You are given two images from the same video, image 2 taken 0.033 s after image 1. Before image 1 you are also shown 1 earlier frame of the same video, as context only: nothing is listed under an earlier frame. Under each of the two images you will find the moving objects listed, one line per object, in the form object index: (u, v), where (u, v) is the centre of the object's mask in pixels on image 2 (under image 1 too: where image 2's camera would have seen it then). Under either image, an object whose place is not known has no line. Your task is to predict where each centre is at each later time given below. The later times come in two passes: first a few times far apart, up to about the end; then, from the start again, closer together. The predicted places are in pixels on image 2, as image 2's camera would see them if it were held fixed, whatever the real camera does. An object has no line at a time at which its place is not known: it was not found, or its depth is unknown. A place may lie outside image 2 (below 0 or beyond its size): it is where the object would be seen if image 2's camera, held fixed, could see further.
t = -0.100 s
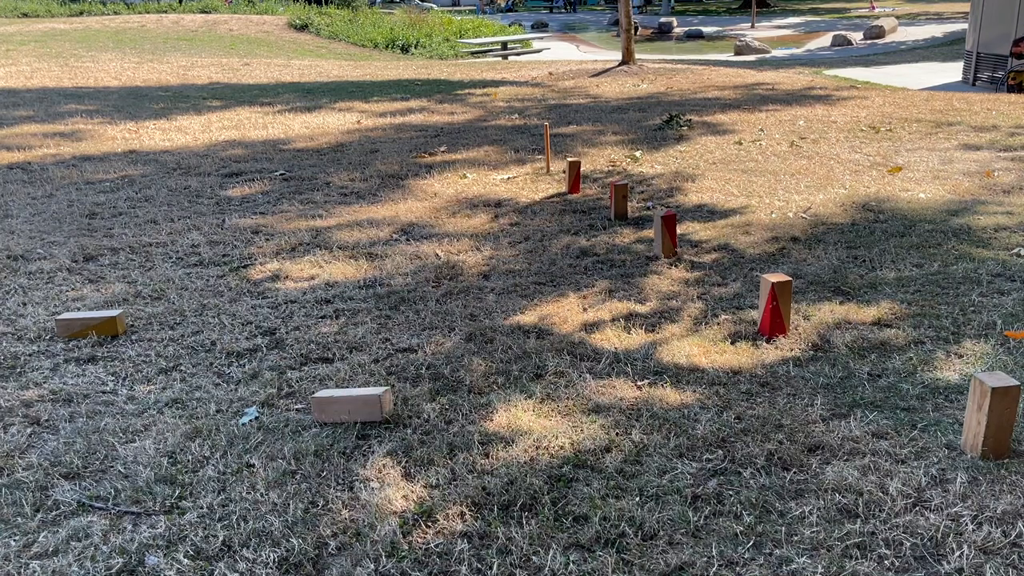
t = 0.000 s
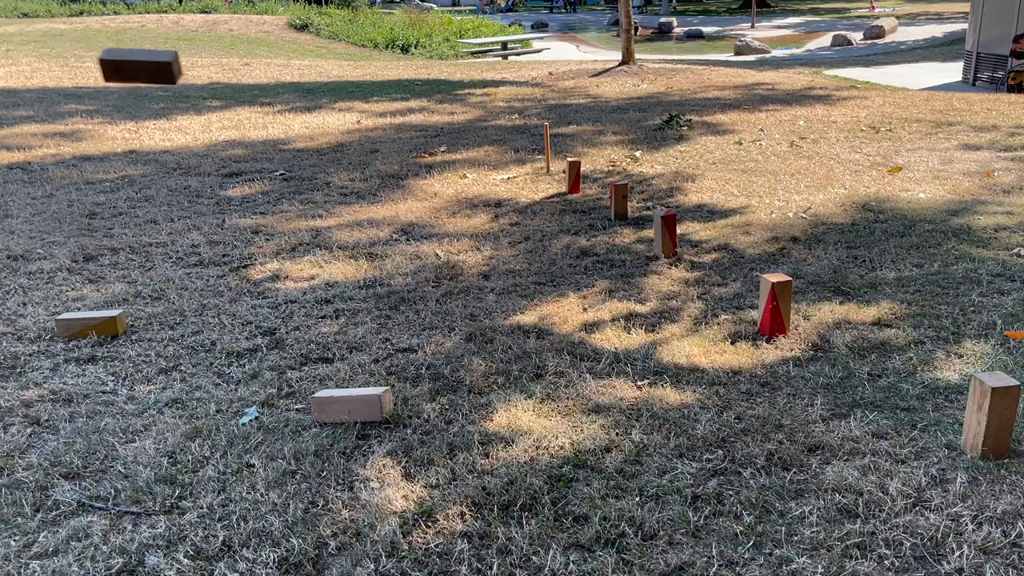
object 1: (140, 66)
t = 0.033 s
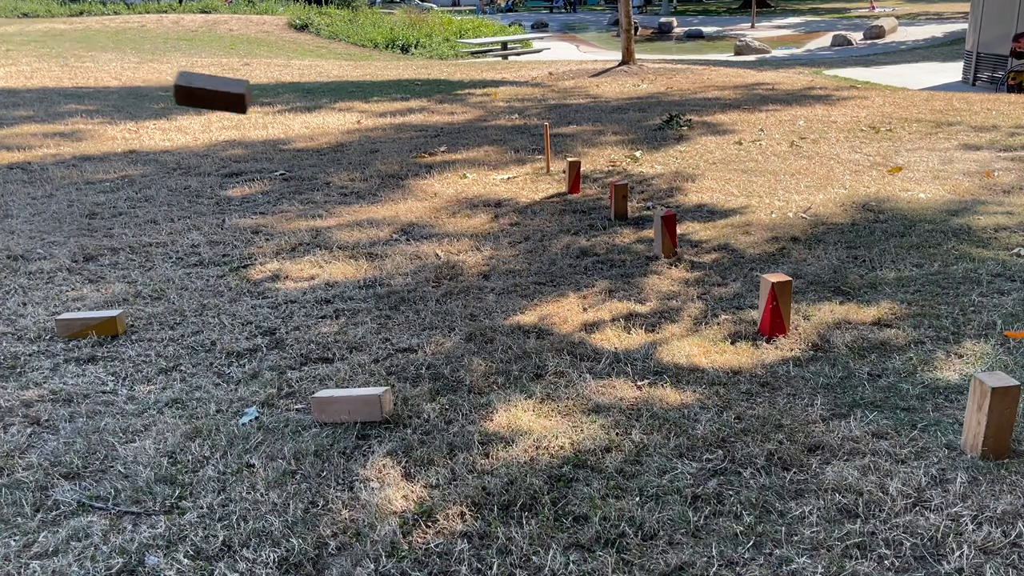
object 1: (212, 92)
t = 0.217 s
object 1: (548, 268)
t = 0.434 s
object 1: (686, 243)
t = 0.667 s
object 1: (803, 293)
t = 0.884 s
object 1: (852, 313)
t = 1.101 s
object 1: (876, 309)
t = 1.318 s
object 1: (877, 308)
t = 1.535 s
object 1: (872, 312)
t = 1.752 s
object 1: (871, 312)
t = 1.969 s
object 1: (871, 313)
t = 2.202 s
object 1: (871, 312)
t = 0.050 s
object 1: (247, 106)
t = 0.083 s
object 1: (314, 135)
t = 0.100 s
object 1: (347, 151)
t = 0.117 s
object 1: (377, 167)
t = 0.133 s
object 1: (409, 183)
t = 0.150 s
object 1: (438, 199)
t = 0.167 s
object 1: (467, 216)
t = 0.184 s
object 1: (495, 233)
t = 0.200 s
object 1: (522, 250)
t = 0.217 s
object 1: (548, 268)
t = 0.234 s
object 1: (574, 286)
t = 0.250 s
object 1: (592, 293)
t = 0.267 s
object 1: (601, 286)
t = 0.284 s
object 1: (609, 278)
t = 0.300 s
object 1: (618, 272)
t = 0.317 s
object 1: (626, 266)
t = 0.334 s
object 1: (634, 261)
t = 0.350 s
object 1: (643, 256)
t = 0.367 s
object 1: (651, 251)
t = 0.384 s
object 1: (659, 247)
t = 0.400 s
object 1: (667, 244)
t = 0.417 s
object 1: (677, 243)
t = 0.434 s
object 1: (686, 243)
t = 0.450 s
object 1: (694, 243)
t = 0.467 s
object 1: (702, 244)
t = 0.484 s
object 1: (711, 245)
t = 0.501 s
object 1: (719, 247)
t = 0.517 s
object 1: (728, 250)
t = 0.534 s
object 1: (737, 254)
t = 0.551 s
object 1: (745, 258)
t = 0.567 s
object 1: (752, 265)
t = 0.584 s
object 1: (760, 269)
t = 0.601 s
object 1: (764, 274)
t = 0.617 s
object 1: (752, 283)
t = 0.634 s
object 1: (801, 297)
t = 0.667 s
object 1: (803, 293)
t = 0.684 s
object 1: (801, 287)
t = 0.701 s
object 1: (803, 286)
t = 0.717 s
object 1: (807, 289)
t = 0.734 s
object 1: (812, 290)
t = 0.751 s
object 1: (817, 289)
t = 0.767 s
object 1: (823, 291)
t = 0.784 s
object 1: (827, 295)
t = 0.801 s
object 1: (832, 299)
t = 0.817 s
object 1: (837, 304)
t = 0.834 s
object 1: (841, 309)
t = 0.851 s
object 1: (845, 312)
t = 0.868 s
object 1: (849, 313)
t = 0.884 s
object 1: (852, 313)
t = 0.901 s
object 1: (857, 312)
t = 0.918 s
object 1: (859, 309)
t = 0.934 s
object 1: (862, 310)
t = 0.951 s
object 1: (865, 310)
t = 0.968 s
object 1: (867, 310)
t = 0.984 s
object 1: (870, 310)
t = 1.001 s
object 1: (871, 312)
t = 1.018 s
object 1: (873, 312)
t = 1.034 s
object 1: (873, 311)
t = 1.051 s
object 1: (874, 311)
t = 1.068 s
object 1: (874, 309)
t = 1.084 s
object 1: (875, 309)
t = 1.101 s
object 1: (876, 309)
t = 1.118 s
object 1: (876, 309)
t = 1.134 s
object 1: (876, 309)
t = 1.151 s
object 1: (876, 308)
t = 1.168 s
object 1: (877, 308)
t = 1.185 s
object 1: (877, 308)
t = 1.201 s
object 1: (877, 308)
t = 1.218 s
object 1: (877, 308)
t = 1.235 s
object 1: (877, 308)
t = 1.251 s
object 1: (877, 308)
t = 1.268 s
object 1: (877, 308)
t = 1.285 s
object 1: (877, 308)
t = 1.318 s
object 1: (877, 308)
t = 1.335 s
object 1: (877, 308)
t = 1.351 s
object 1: (877, 309)
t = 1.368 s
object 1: (876, 309)
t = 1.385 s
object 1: (876, 309)
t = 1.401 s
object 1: (876, 309)
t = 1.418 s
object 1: (876, 309)
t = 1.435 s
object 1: (875, 309)
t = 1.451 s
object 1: (875, 310)
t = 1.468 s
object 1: (875, 310)
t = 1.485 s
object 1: (874, 311)
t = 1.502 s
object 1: (874, 311)
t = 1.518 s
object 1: (873, 311)
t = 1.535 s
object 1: (872, 312)
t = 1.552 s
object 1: (871, 312)
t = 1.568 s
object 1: (871, 312)
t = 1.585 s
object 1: (870, 312)
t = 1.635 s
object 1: (870, 312)
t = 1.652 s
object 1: (870, 312)
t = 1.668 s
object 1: (870, 312)
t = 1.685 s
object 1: (871, 312)
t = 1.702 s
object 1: (871, 312)
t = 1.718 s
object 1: (871, 312)
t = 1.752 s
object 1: (871, 312)
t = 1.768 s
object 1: (871, 312)
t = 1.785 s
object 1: (871, 312)
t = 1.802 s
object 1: (871, 312)
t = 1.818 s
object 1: (871, 312)
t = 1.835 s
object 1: (871, 312)
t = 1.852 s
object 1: (871, 312)
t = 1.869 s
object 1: (871, 313)
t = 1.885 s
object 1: (871, 313)
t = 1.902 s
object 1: (871, 313)
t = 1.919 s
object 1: (871, 312)
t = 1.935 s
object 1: (871, 313)
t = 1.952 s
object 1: (871, 313)
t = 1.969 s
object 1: (871, 313)
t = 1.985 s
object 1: (871, 312)
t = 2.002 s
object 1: (871, 313)
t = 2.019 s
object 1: (871, 312)
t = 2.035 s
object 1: (871, 313)
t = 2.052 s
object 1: (871, 312)
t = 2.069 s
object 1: (871, 313)
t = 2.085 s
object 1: (871, 312)
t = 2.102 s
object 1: (871, 312)
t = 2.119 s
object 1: (871, 313)
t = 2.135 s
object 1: (871, 312)
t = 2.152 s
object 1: (871, 312)
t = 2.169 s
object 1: (871, 313)
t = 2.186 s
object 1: (871, 312)
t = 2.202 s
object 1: (871, 312)
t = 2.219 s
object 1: (871, 313)
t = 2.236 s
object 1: (871, 312)
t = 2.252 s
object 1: (871, 313)
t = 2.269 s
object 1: (871, 313)
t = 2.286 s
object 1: (871, 312)
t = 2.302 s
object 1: (871, 312)
